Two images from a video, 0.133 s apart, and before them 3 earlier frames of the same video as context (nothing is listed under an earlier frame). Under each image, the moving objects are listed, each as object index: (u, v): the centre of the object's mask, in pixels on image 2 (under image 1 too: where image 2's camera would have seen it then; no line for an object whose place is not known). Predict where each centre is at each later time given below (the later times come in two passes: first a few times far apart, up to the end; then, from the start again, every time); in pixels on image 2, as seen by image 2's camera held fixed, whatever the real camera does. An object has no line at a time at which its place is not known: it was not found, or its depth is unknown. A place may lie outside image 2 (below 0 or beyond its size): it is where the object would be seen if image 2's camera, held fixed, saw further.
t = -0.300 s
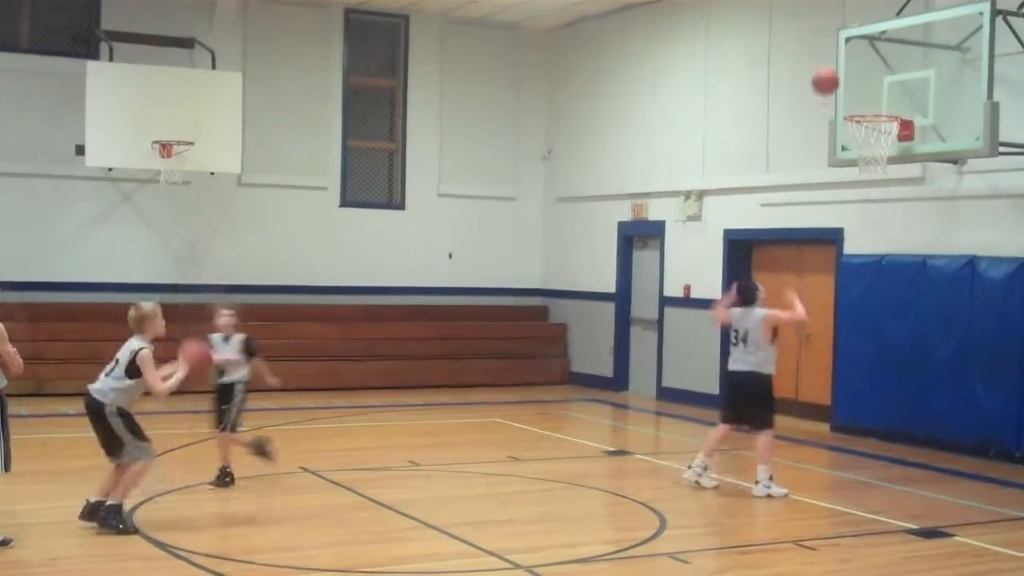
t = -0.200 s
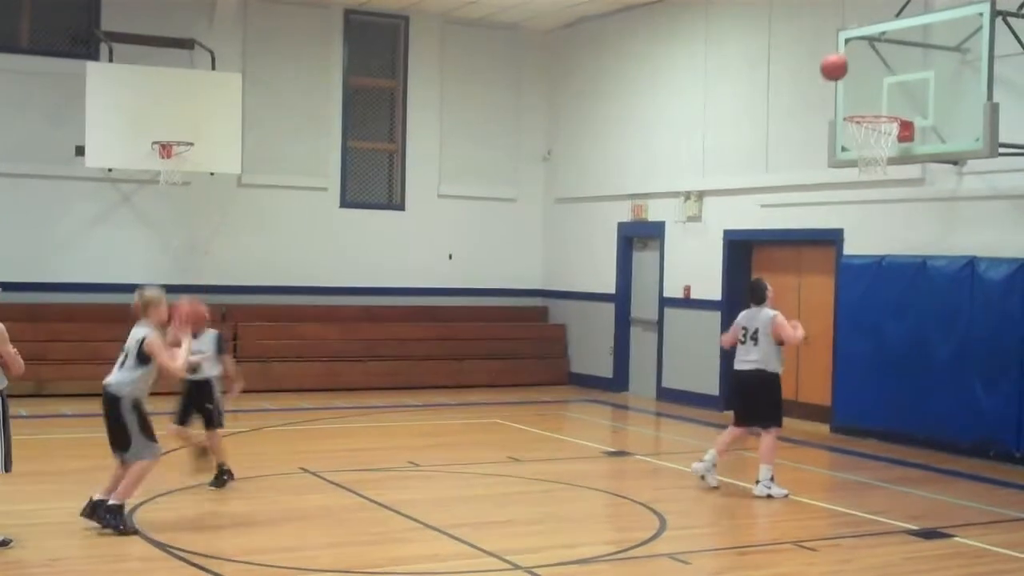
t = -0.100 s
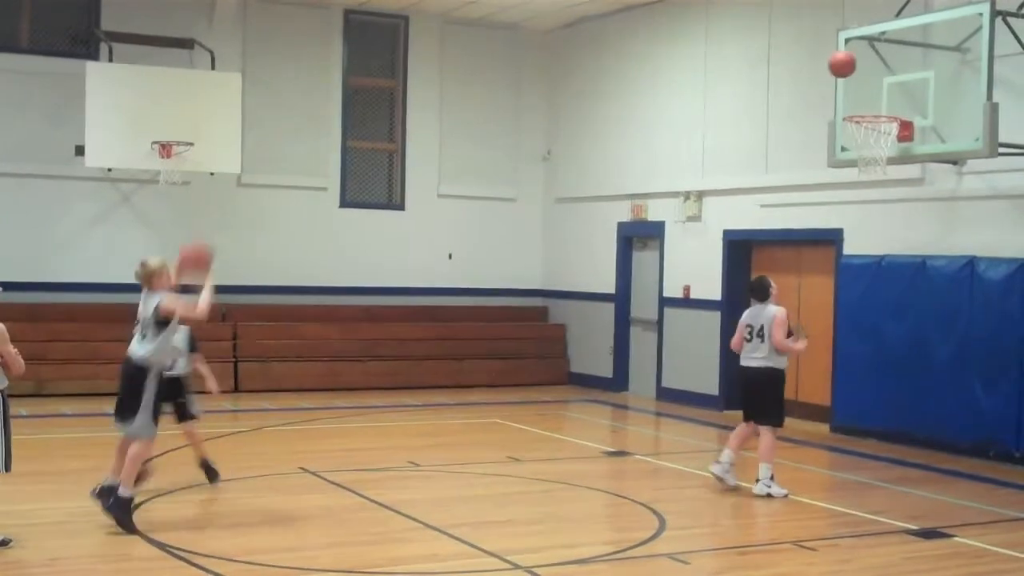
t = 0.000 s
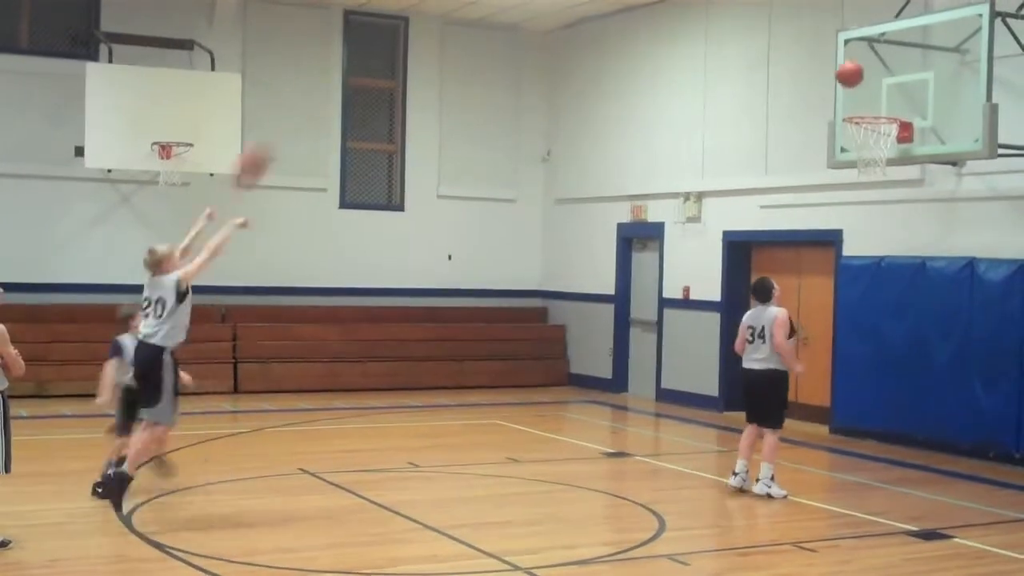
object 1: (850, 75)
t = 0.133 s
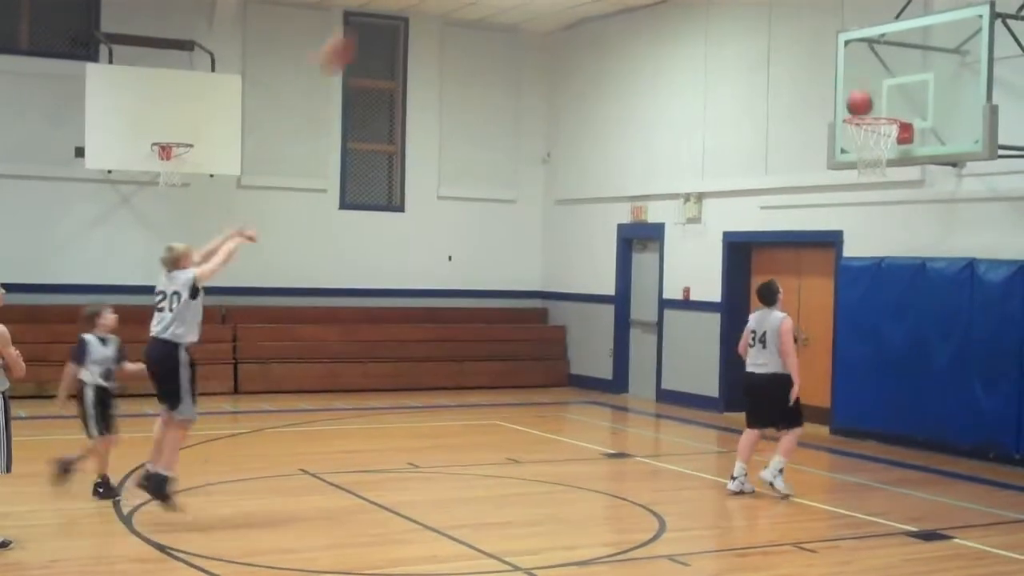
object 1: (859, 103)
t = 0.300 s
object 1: (871, 167)
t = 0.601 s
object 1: (886, 350)
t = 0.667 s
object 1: (889, 405)
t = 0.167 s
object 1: (862, 112)
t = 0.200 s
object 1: (863, 126)
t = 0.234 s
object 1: (866, 137)
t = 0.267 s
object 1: (869, 154)
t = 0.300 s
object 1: (871, 167)
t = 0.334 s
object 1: (873, 182)
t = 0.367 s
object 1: (875, 200)
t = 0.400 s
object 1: (877, 217)
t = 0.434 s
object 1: (879, 236)
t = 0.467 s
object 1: (880, 259)
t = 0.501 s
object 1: (881, 278)
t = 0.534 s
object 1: (882, 301)
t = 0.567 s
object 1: (884, 325)
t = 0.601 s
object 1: (886, 350)
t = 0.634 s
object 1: (887, 377)
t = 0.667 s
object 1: (889, 405)
